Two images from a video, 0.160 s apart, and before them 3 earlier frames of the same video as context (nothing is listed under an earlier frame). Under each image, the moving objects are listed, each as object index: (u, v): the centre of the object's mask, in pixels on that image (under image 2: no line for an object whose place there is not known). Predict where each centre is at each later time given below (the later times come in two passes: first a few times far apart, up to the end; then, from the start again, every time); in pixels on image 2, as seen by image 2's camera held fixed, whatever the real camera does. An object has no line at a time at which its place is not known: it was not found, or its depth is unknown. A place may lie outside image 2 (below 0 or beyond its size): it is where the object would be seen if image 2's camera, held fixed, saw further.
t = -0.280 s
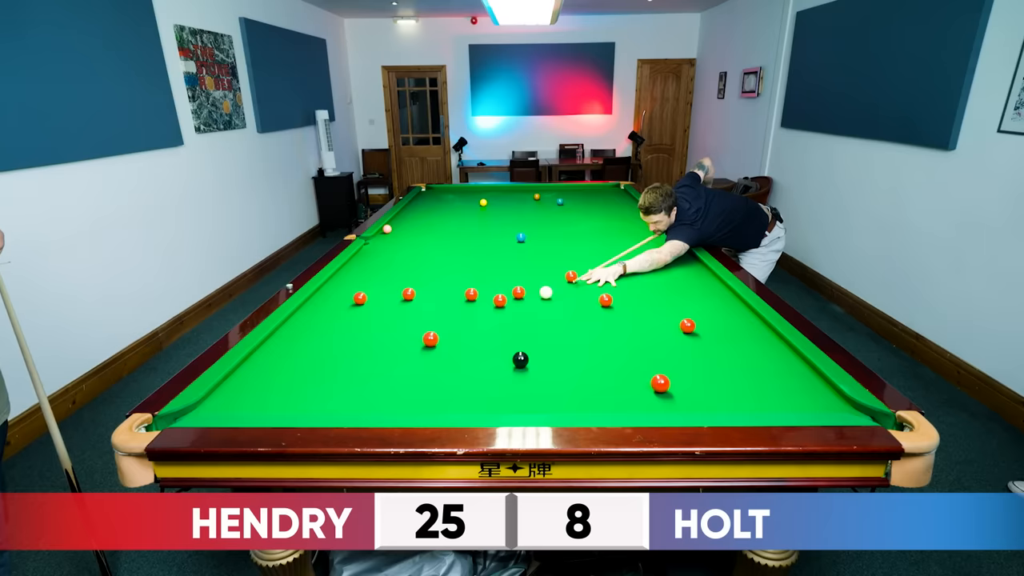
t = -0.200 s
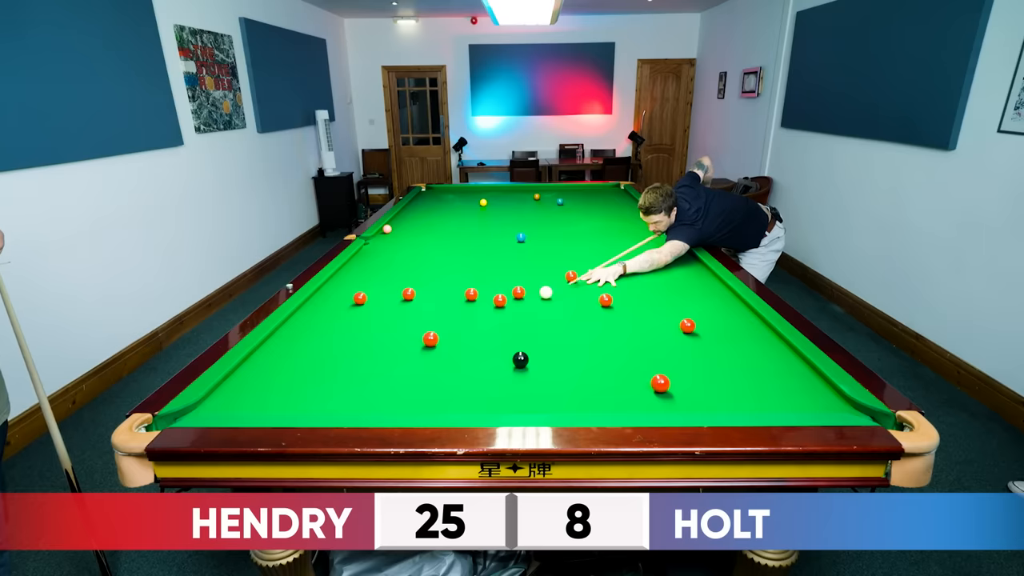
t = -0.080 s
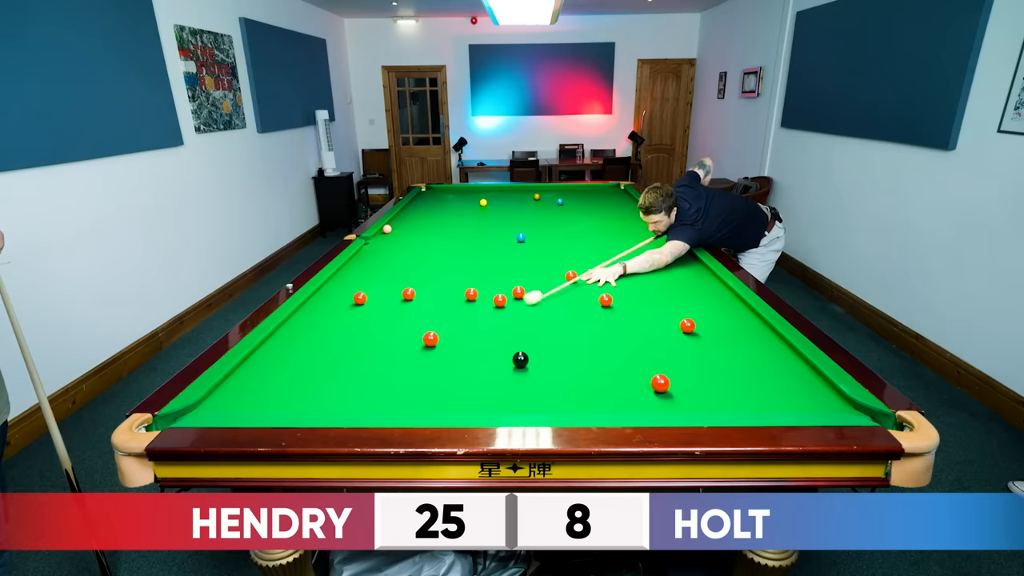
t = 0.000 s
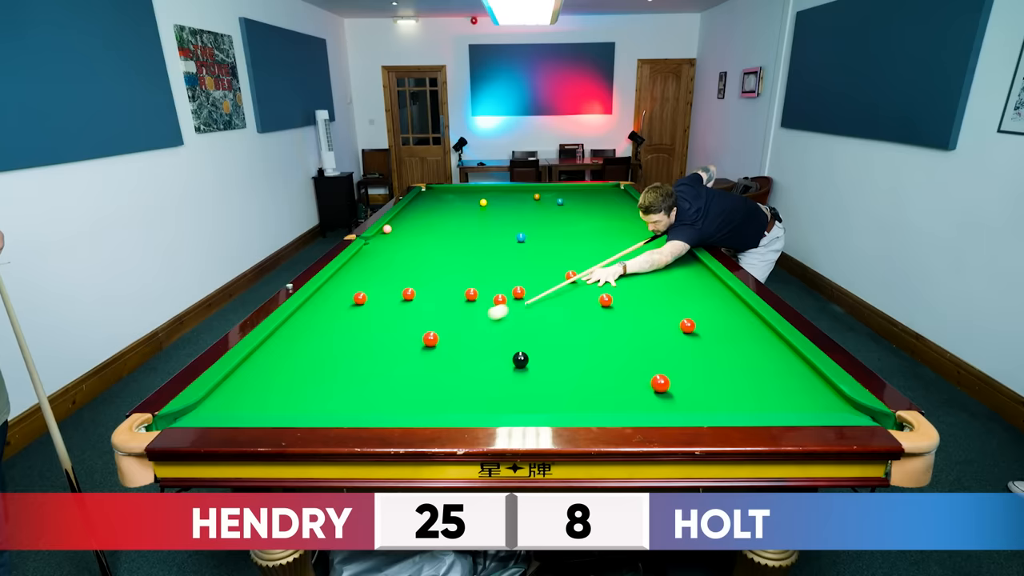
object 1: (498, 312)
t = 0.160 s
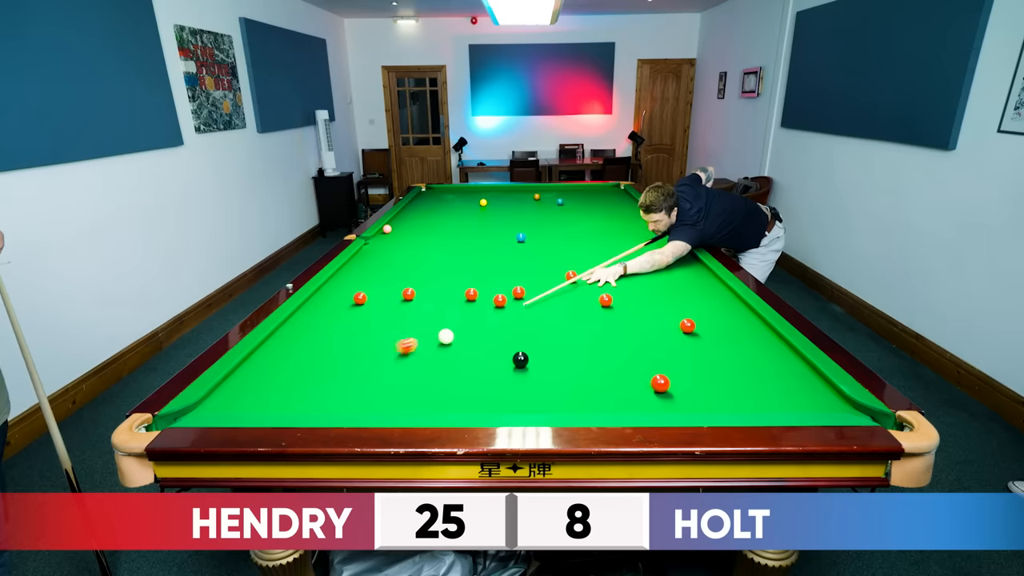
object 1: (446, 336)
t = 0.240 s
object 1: (451, 338)
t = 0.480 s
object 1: (471, 338)
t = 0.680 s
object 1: (488, 338)
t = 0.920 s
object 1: (506, 337)
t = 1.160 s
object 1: (523, 337)
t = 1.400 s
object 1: (539, 337)
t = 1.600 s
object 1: (551, 337)
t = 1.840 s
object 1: (564, 337)
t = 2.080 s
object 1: (576, 337)
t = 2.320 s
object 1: (586, 337)
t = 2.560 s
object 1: (595, 337)
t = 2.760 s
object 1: (601, 337)
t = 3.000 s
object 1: (608, 337)
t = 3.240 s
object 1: (613, 337)
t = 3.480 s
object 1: (616, 337)
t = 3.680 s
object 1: (618, 337)
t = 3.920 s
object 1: (619, 337)
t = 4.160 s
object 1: (619, 337)
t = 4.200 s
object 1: (619, 337)
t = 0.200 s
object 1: (448, 337)
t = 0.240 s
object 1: (451, 338)
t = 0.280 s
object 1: (454, 338)
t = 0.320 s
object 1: (457, 338)
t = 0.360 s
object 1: (461, 338)
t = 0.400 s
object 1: (464, 338)
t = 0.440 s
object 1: (468, 338)
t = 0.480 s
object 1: (471, 338)
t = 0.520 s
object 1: (475, 338)
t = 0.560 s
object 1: (478, 338)
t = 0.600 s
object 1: (481, 338)
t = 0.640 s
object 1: (484, 338)
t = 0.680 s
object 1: (488, 338)
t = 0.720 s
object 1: (491, 338)
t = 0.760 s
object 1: (494, 338)
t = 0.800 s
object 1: (497, 338)
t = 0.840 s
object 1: (500, 338)
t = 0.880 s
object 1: (503, 338)
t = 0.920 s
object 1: (506, 337)
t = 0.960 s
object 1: (509, 337)
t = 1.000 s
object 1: (512, 337)
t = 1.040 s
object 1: (515, 337)
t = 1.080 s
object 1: (518, 337)
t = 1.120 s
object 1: (520, 337)
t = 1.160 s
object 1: (523, 337)
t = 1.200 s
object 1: (526, 337)
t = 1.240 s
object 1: (529, 337)
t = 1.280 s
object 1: (531, 337)
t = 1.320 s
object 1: (534, 337)
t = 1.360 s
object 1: (536, 337)
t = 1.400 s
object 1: (539, 337)
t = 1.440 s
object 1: (542, 337)
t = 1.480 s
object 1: (544, 337)
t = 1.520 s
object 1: (546, 337)
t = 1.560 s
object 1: (549, 337)
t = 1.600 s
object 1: (551, 337)
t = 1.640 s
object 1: (553, 337)
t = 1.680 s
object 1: (556, 337)
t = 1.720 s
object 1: (558, 337)
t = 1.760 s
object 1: (560, 337)
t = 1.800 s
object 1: (562, 337)
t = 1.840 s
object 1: (564, 337)
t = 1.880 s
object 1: (566, 337)
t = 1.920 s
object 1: (568, 337)
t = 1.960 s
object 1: (570, 337)
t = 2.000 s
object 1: (572, 337)
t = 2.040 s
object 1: (574, 337)
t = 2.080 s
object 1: (576, 337)
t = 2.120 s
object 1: (578, 337)
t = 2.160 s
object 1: (580, 337)
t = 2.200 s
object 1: (581, 337)
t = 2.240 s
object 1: (583, 337)
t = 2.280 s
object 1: (585, 337)
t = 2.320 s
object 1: (586, 337)
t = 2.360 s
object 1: (588, 337)
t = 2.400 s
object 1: (589, 337)
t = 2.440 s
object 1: (591, 337)
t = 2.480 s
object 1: (592, 337)
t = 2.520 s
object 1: (594, 337)
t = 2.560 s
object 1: (595, 337)
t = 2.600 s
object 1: (596, 337)
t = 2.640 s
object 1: (598, 337)
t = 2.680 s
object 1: (599, 337)
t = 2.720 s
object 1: (600, 337)
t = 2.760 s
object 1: (601, 337)
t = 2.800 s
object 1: (603, 337)
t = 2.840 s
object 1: (604, 337)
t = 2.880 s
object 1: (605, 337)
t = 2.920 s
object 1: (606, 337)
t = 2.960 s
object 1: (607, 337)
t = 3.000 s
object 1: (608, 337)
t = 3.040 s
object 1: (609, 337)
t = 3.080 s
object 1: (609, 337)
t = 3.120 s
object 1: (610, 337)
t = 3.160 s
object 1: (611, 337)
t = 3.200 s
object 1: (612, 337)
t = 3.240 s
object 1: (613, 337)
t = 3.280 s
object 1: (613, 337)
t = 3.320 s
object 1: (614, 337)
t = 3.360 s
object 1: (615, 337)
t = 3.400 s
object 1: (615, 337)
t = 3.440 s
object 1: (616, 337)
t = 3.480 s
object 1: (616, 337)
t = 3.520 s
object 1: (617, 337)
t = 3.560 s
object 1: (617, 337)
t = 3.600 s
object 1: (617, 337)
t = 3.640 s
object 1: (618, 337)
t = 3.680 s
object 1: (618, 337)
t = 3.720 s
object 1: (618, 337)
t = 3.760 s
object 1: (619, 337)
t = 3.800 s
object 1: (619, 337)
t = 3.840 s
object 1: (619, 337)
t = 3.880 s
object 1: (619, 337)
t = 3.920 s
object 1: (619, 337)
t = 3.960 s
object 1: (619, 337)
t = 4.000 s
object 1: (619, 337)
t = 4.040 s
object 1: (619, 337)
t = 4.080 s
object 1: (619, 337)
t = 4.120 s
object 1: (619, 337)
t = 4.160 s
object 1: (619, 337)
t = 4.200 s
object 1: (619, 337)
